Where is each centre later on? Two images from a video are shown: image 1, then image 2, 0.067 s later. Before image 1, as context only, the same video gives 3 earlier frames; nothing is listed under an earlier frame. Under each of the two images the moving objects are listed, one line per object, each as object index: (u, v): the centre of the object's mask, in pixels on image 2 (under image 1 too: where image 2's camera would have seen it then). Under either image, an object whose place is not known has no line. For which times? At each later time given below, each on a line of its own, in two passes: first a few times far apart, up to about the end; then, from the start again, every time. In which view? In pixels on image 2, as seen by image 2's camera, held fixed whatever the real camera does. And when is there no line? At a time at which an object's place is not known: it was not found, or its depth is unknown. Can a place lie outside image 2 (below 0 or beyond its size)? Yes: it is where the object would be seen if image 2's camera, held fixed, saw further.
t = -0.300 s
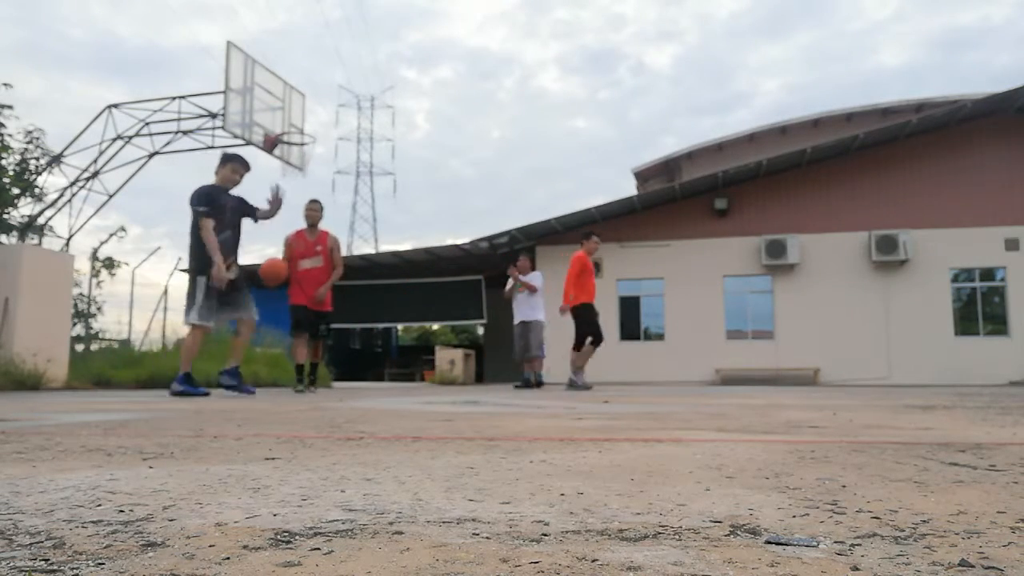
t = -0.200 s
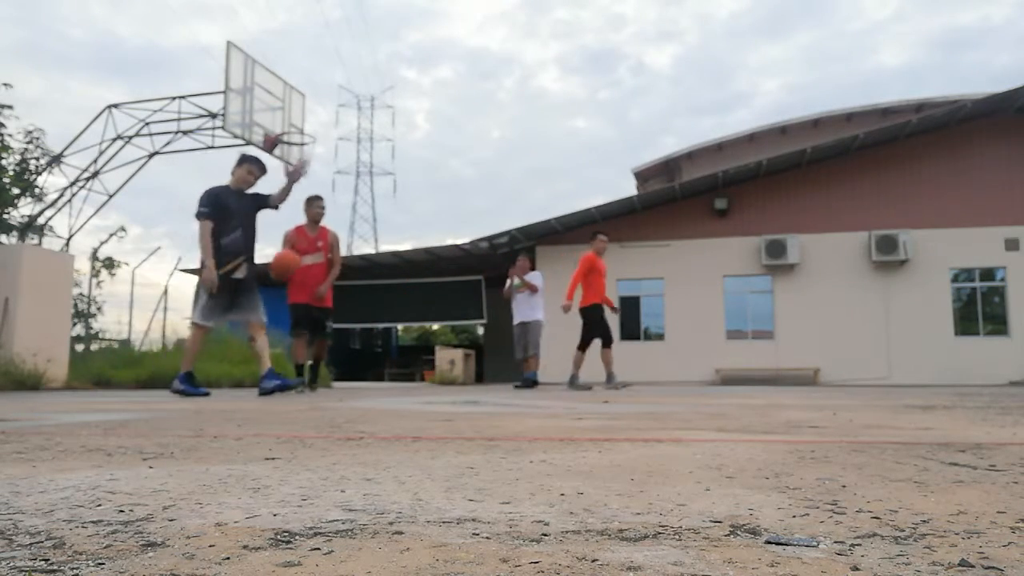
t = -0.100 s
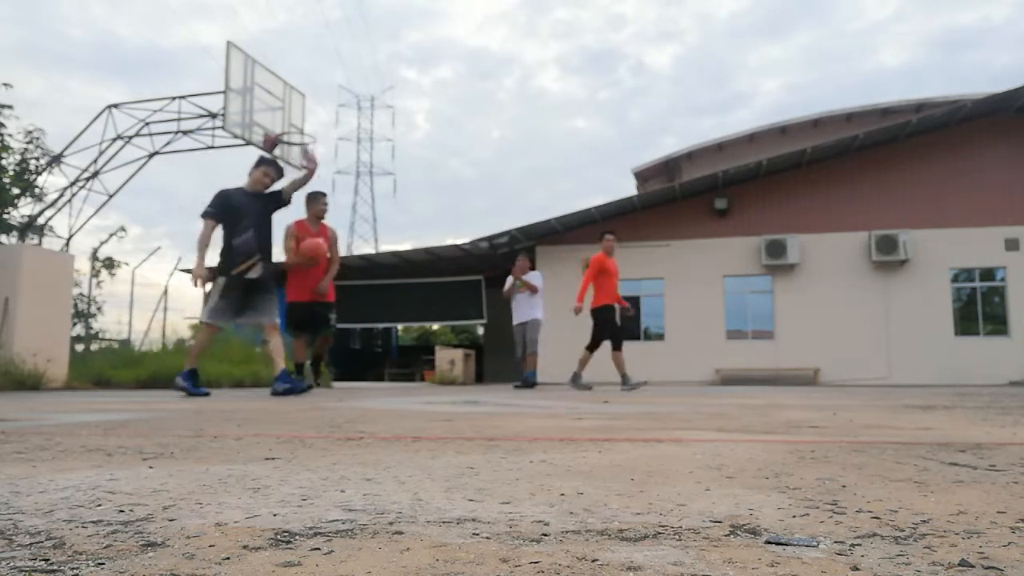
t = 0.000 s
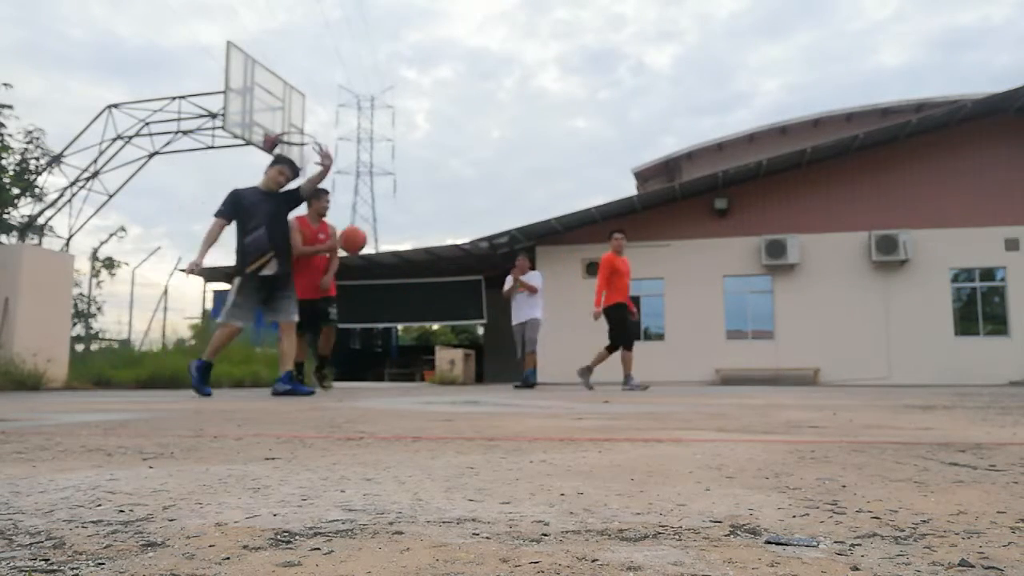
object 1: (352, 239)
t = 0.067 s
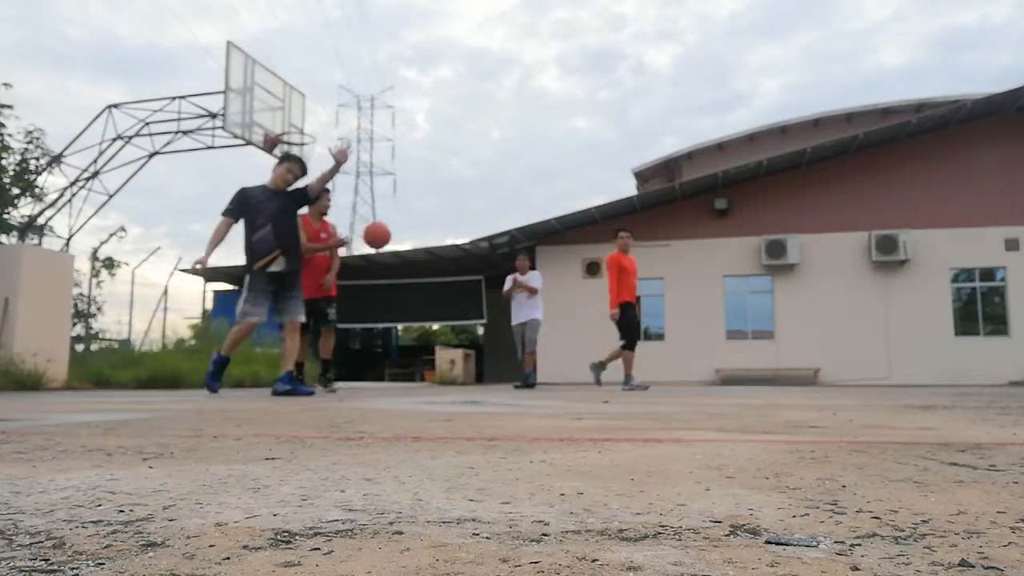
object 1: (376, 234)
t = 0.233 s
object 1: (433, 243)
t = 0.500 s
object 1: (511, 317)
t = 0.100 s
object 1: (388, 234)
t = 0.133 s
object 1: (400, 234)
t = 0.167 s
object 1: (411, 235)
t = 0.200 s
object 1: (422, 238)
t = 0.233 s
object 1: (433, 243)
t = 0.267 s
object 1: (444, 248)
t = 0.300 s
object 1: (454, 256)
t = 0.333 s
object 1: (464, 263)
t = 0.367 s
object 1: (473, 272)
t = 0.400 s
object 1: (483, 282)
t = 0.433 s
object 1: (493, 291)
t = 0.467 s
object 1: (502, 303)
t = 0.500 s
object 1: (511, 317)
